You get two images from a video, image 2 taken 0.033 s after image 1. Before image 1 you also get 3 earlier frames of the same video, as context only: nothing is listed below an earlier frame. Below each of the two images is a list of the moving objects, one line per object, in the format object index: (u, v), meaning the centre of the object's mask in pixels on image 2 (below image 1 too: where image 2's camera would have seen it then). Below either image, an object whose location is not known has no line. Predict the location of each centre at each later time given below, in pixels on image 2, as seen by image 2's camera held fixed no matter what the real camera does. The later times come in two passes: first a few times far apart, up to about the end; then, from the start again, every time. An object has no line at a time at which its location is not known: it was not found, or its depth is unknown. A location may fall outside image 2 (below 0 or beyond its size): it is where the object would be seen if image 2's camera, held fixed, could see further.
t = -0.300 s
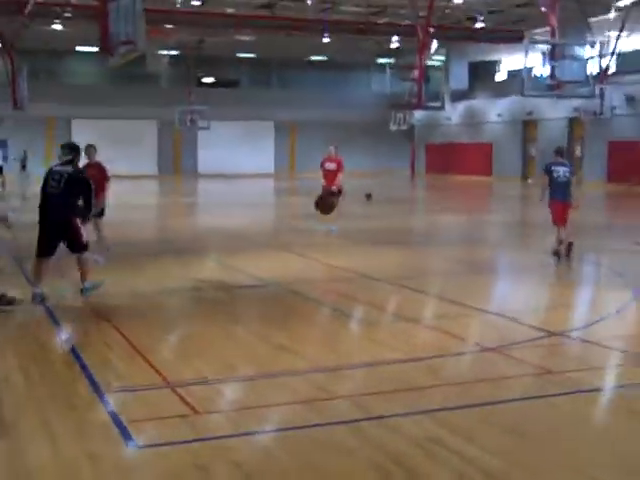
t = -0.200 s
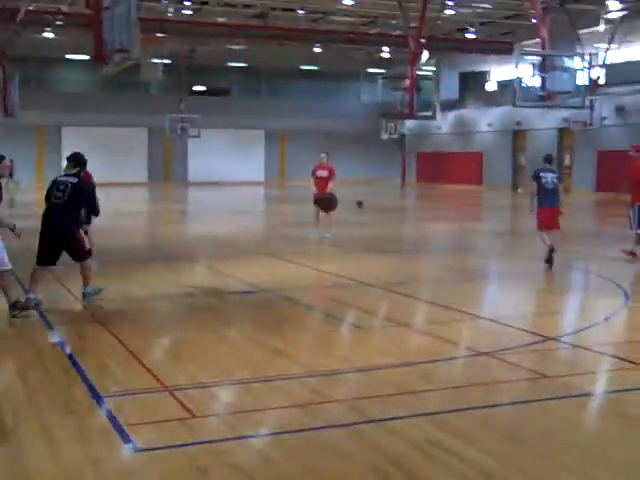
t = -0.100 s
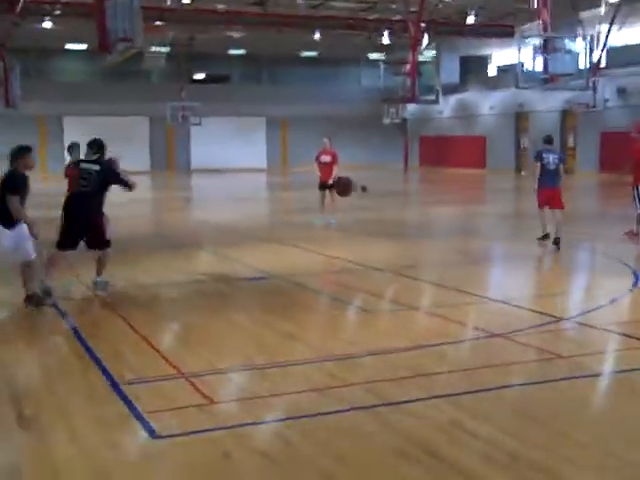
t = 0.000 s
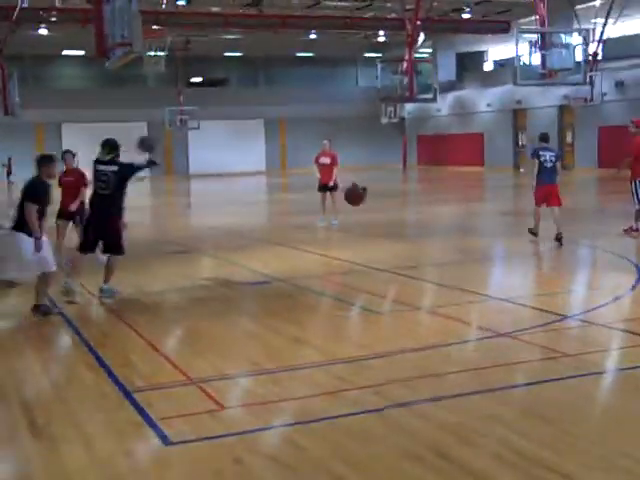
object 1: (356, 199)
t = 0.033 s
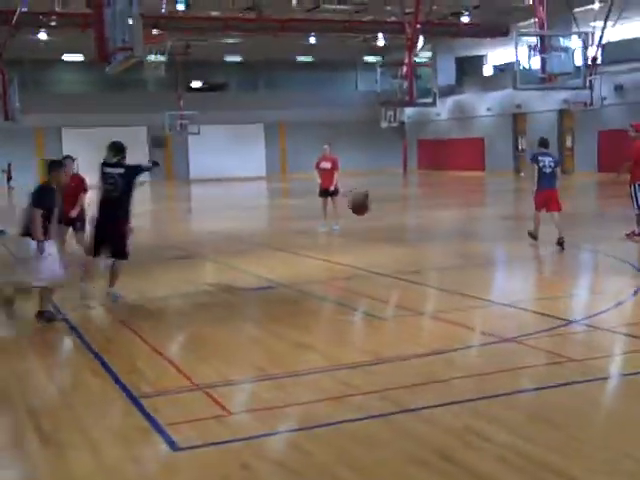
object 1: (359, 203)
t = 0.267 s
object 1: (383, 264)
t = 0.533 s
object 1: (410, 231)
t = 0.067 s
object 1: (364, 209)
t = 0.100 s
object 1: (367, 216)
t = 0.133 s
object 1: (370, 223)
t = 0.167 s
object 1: (374, 233)
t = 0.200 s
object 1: (377, 241)
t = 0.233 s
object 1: (381, 252)
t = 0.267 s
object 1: (383, 264)
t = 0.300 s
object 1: (386, 276)
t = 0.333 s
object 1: (389, 271)
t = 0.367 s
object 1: (391, 263)
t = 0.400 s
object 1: (396, 254)
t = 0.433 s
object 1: (399, 247)
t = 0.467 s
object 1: (403, 241)
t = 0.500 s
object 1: (406, 235)
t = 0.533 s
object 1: (410, 231)
